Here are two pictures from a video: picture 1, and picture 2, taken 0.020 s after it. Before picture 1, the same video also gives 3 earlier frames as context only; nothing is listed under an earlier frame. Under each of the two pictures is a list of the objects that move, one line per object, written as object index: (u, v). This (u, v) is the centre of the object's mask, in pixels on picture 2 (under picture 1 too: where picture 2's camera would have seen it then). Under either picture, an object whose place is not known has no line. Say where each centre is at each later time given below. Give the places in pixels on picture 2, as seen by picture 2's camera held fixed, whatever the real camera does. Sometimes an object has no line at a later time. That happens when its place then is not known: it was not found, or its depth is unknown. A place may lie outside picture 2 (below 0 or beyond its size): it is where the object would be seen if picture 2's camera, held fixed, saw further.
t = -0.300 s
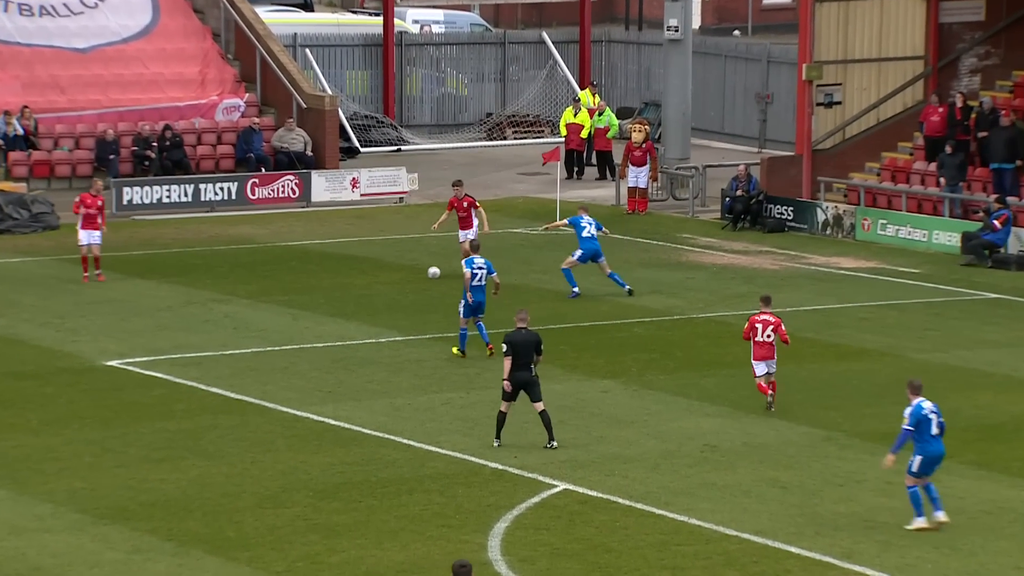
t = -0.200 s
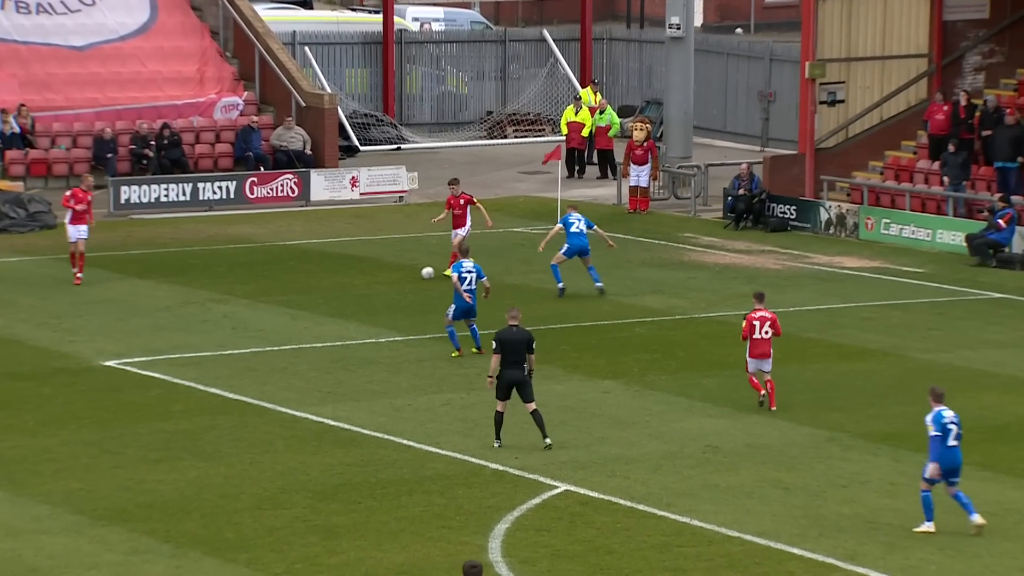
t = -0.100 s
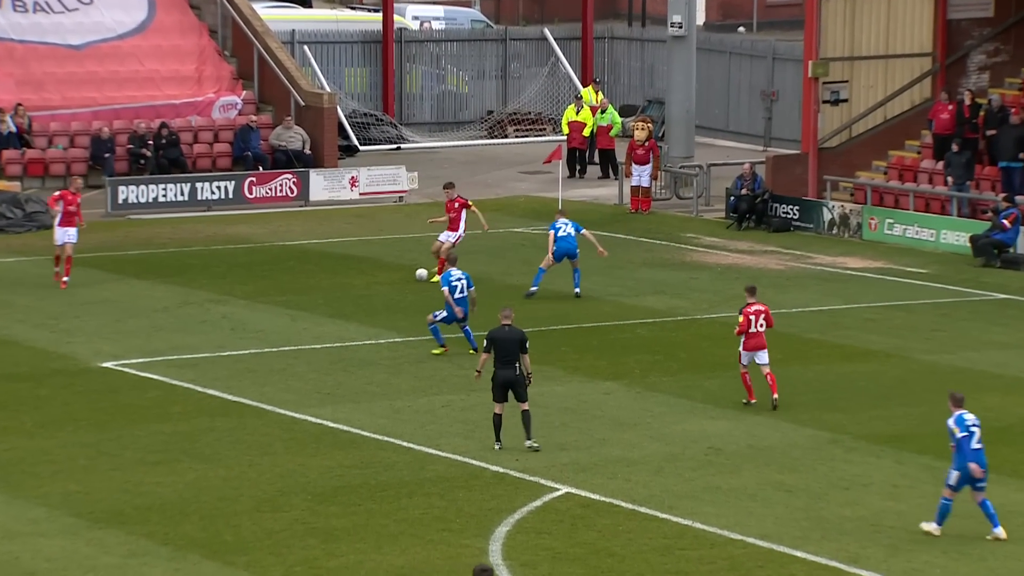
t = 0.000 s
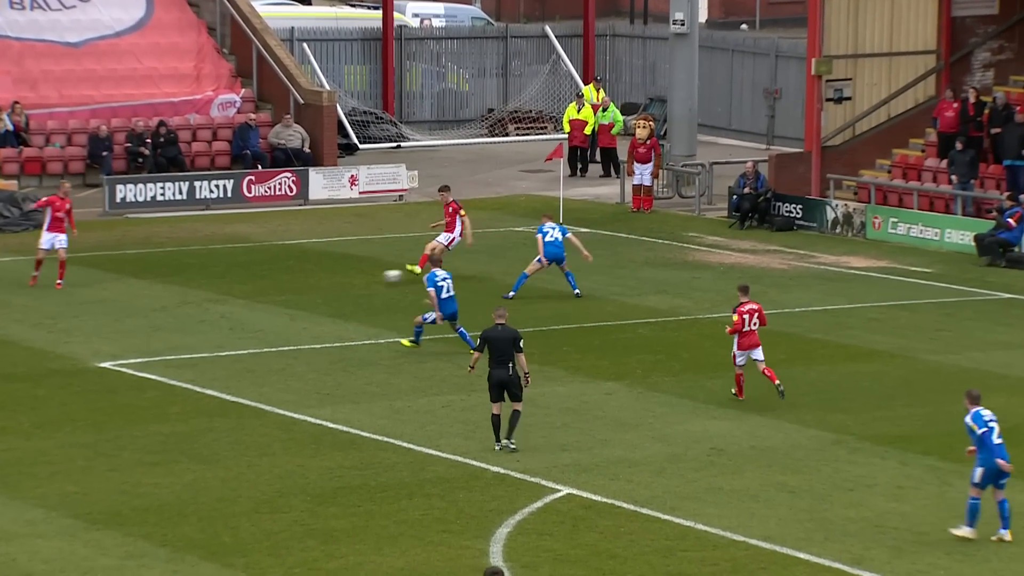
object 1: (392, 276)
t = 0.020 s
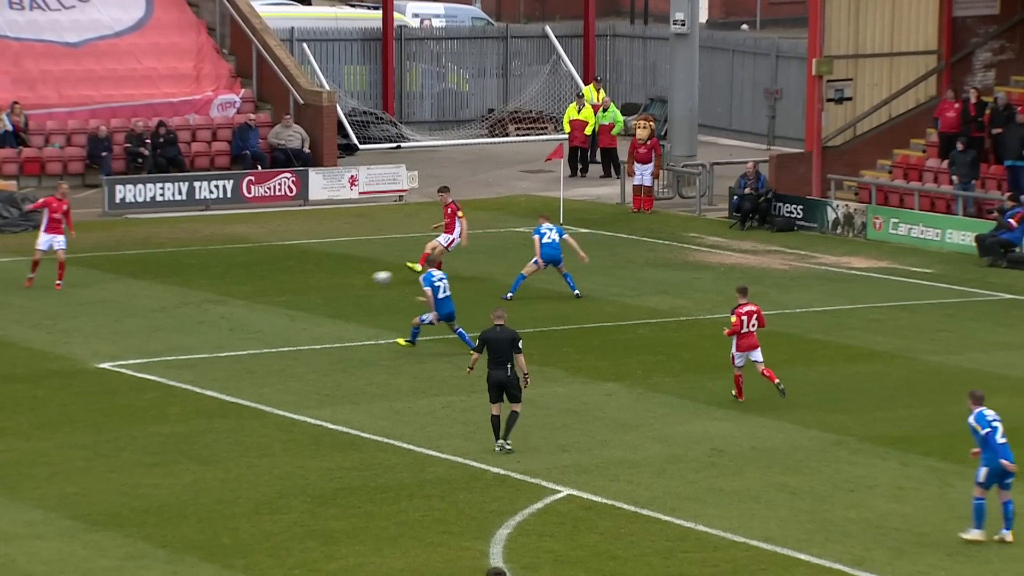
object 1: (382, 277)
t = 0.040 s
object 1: (371, 277)
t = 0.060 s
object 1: (361, 279)
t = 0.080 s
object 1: (350, 281)
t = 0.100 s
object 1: (340, 283)
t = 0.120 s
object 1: (329, 286)
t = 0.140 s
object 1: (318, 290)
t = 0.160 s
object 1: (308, 292)
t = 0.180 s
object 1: (297, 296)
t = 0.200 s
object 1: (288, 300)
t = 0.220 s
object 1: (278, 302)
